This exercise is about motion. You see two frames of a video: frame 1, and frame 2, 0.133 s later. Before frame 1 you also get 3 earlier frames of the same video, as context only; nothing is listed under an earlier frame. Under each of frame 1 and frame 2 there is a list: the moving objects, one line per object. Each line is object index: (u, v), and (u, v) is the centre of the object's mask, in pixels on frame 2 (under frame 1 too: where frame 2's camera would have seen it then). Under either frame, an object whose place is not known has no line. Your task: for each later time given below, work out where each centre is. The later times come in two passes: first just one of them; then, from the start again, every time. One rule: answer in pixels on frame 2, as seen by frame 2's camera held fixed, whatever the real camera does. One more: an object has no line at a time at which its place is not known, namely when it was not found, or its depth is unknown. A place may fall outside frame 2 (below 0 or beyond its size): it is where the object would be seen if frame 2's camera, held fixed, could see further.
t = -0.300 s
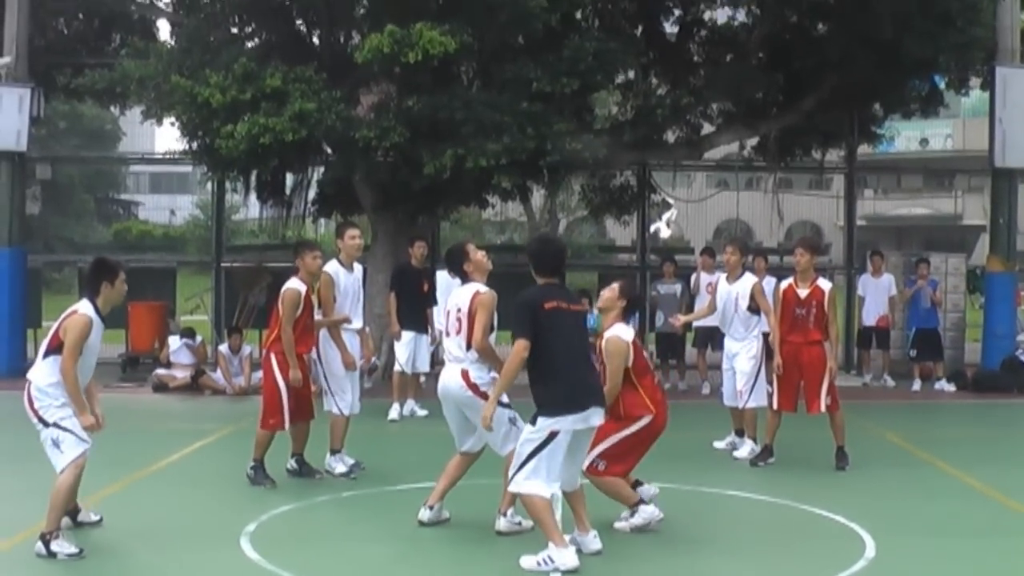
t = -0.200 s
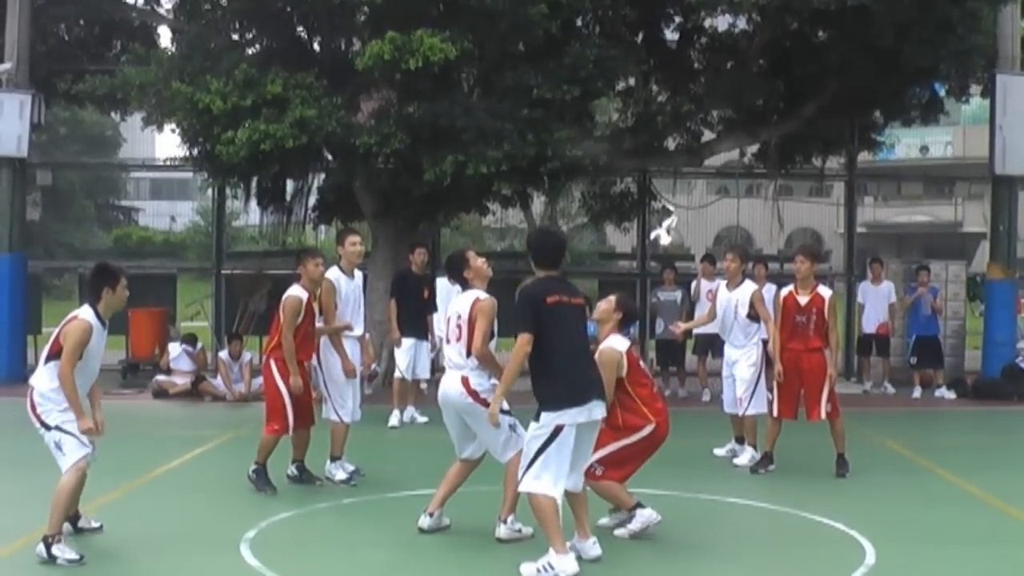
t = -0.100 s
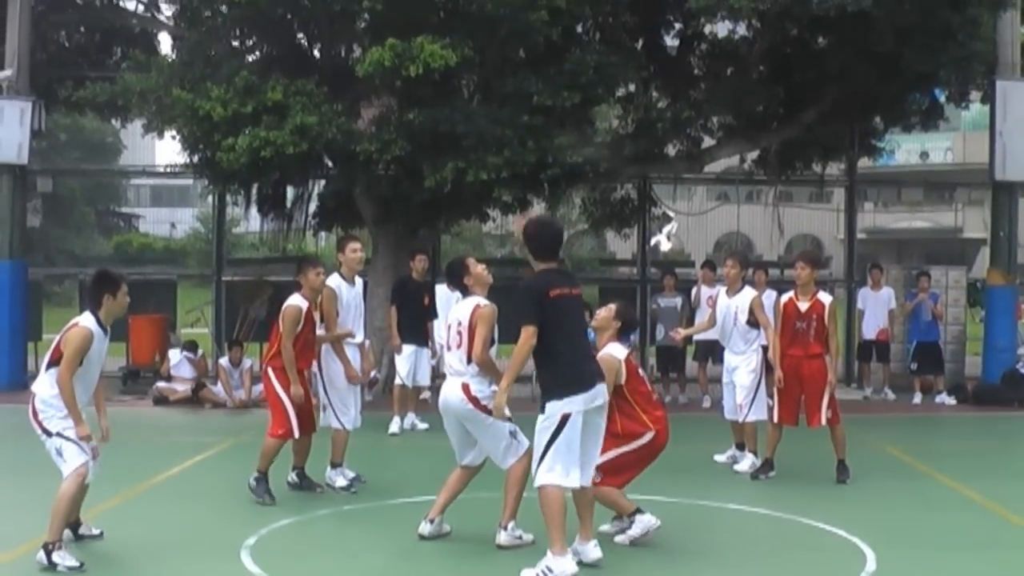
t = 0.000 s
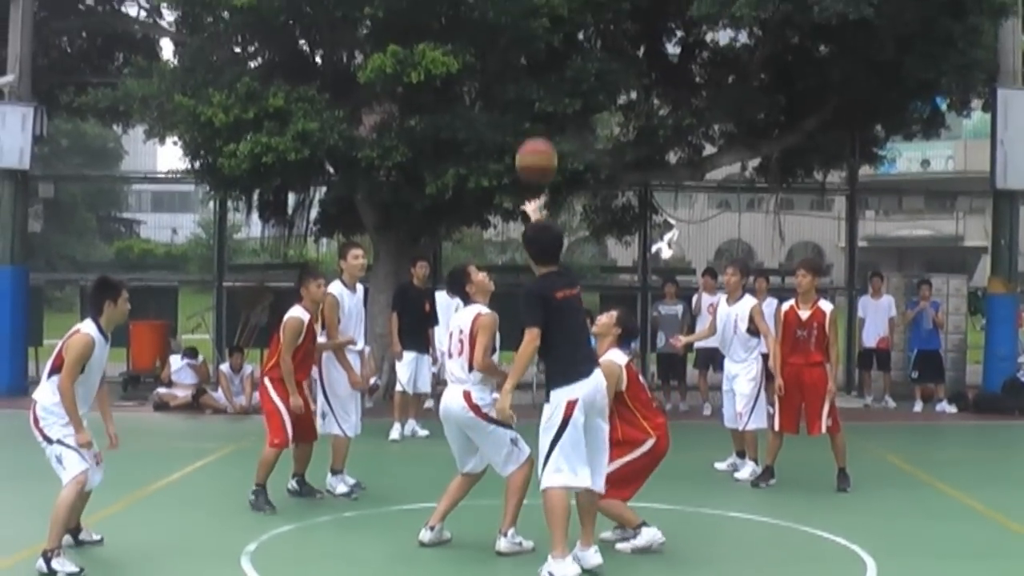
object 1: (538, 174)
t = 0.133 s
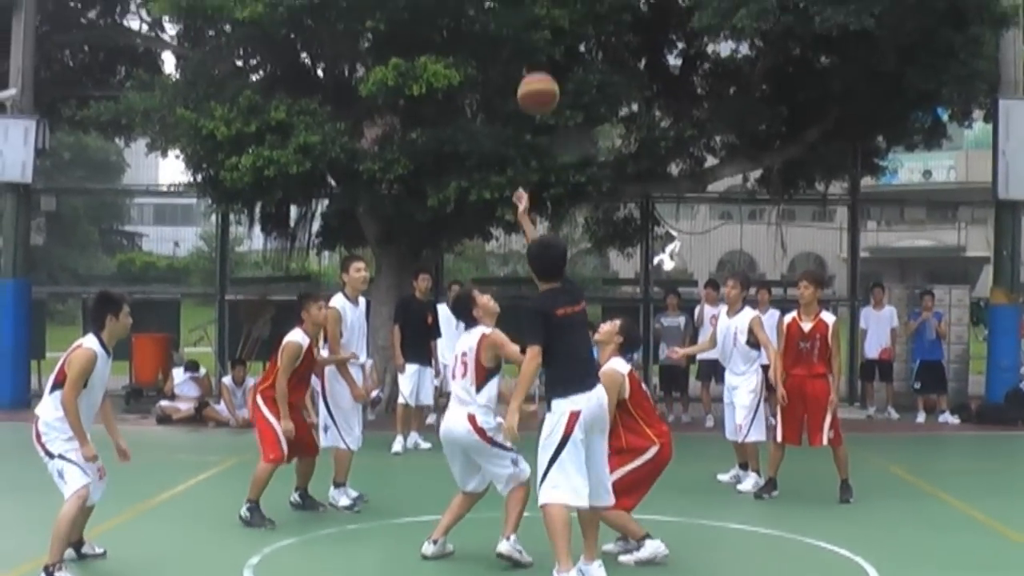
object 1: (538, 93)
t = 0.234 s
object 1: (537, 53)
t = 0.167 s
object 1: (538, 78)
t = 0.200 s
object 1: (537, 64)
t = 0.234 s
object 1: (537, 53)
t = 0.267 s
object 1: (537, 43)
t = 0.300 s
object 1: (536, 35)
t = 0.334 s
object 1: (536, 28)
